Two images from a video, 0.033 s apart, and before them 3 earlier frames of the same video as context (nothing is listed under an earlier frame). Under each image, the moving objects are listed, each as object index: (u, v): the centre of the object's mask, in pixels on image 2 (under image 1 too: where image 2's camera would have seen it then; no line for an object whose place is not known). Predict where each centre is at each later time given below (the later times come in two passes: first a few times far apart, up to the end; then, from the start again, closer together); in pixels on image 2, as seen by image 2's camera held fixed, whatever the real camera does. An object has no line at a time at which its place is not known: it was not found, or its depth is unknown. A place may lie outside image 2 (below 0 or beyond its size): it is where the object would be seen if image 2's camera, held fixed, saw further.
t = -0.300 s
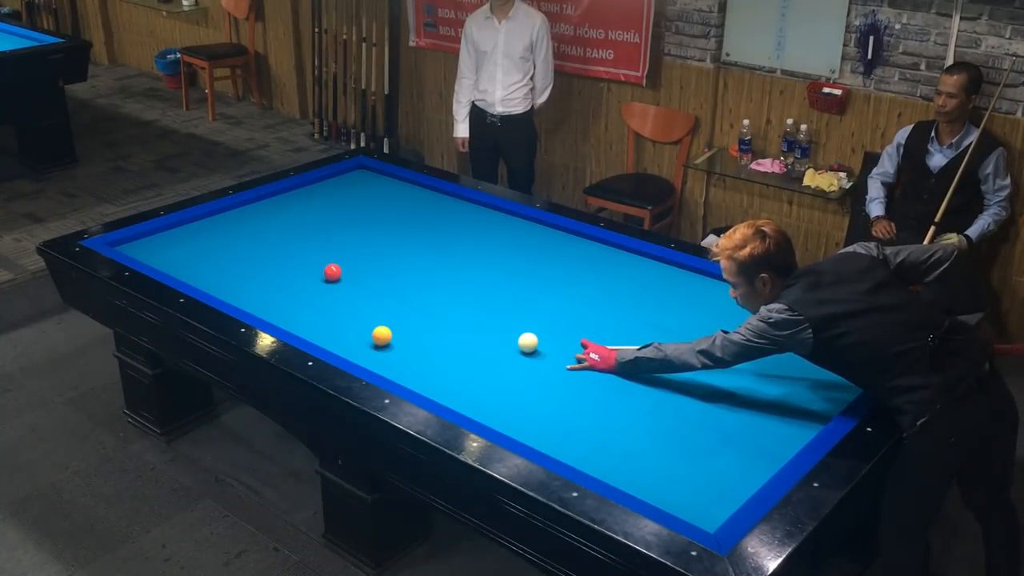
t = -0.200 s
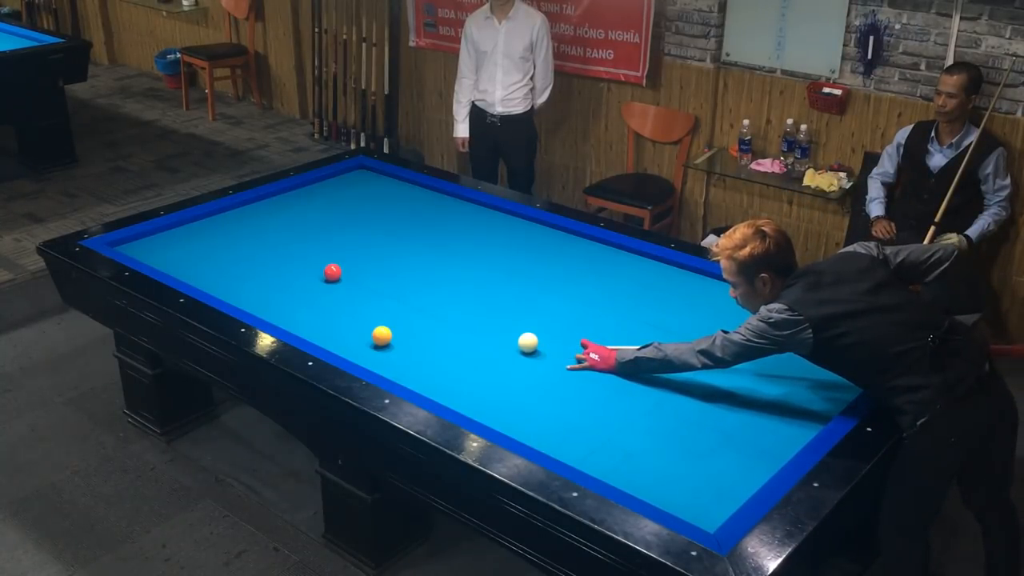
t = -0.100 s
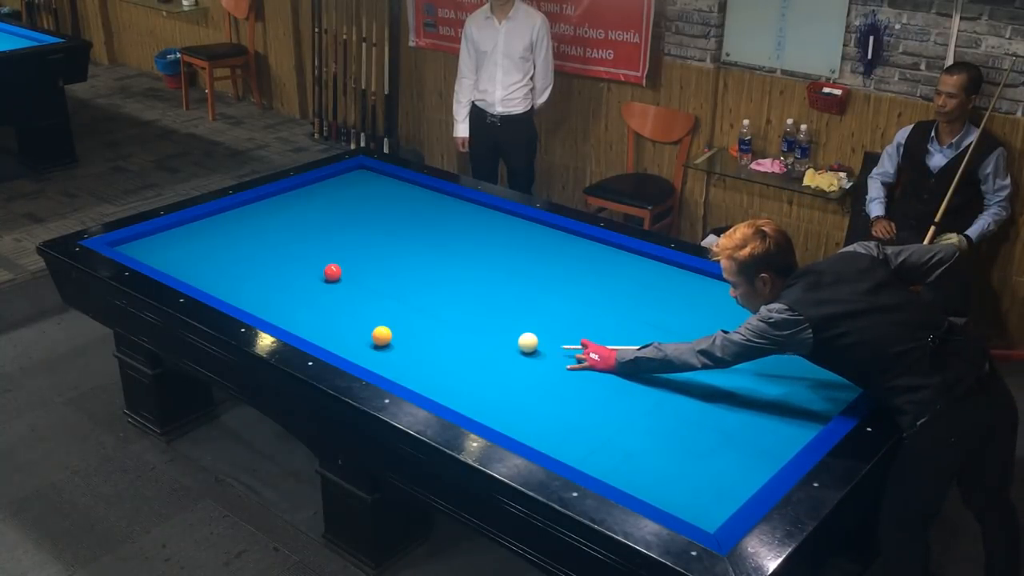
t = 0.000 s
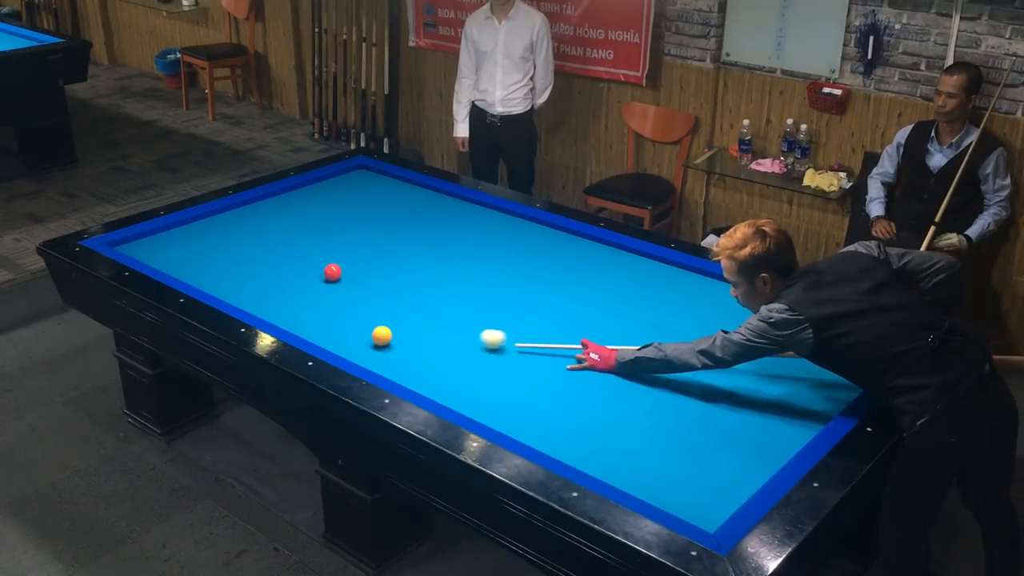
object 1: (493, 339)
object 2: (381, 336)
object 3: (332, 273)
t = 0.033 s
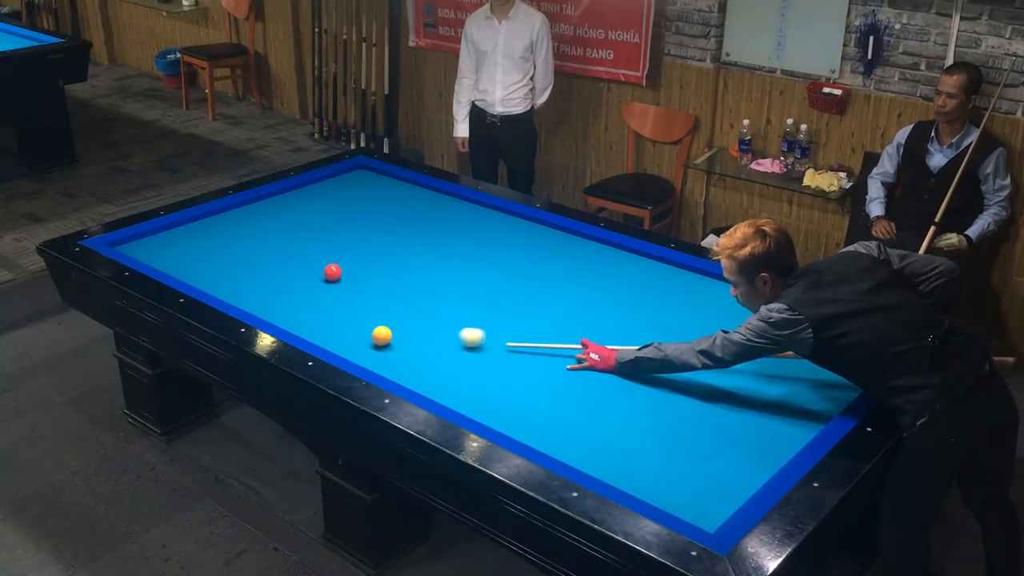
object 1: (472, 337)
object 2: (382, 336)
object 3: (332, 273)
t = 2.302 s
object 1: (354, 251)
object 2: (420, 224)
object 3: (255, 227)
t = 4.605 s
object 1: (364, 235)
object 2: (372, 202)
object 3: (266, 217)
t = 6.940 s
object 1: (365, 235)
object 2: (315, 209)
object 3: (282, 220)
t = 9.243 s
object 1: (365, 235)
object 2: (312, 209)
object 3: (281, 220)
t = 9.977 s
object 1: (365, 235)
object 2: (312, 209)
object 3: (281, 220)
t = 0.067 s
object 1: (452, 336)
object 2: (381, 336)
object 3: (332, 273)
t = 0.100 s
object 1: (433, 334)
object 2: (381, 336)
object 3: (332, 273)
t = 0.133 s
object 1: (414, 332)
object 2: (381, 336)
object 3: (332, 273)
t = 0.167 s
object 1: (399, 330)
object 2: (379, 336)
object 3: (332, 273)
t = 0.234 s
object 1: (390, 323)
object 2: (355, 341)
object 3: (332, 273)
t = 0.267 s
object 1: (386, 319)
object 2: (345, 343)
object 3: (332, 272)
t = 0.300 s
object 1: (383, 316)
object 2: (335, 344)
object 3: (332, 272)
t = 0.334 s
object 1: (380, 313)
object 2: (333, 343)
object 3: (332, 273)
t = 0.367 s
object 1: (377, 310)
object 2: (335, 341)
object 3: (332, 273)
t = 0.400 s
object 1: (374, 308)
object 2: (338, 339)
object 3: (332, 273)
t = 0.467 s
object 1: (369, 303)
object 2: (341, 333)
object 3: (332, 273)
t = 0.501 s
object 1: (366, 300)
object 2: (343, 330)
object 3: (332, 272)
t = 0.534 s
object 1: (364, 298)
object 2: (345, 328)
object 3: (332, 272)
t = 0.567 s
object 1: (361, 295)
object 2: (347, 325)
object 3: (332, 272)
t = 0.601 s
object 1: (358, 293)
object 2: (349, 322)
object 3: (332, 272)
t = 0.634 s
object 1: (356, 290)
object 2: (351, 320)
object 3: (332, 272)
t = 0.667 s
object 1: (353, 288)
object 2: (353, 317)
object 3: (332, 272)
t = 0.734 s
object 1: (348, 283)
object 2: (356, 312)
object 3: (332, 272)
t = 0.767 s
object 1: (346, 281)
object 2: (358, 310)
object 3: (332, 272)
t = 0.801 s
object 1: (344, 278)
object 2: (359, 307)
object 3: (331, 272)
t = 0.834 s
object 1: (344, 277)
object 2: (361, 305)
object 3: (329, 271)
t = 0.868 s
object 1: (344, 277)
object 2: (363, 303)
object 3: (327, 270)
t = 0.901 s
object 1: (344, 276)
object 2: (364, 300)
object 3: (325, 268)
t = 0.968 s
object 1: (344, 274)
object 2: (368, 296)
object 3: (321, 266)
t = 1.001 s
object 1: (345, 274)
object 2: (369, 293)
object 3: (319, 265)
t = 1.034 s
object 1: (345, 273)
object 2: (371, 291)
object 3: (317, 263)
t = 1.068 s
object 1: (345, 272)
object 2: (373, 289)
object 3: (315, 262)
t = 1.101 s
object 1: (345, 272)
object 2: (374, 287)
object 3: (313, 261)
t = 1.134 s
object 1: (345, 271)
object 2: (376, 285)
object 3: (312, 260)
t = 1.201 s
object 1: (346, 269)
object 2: (378, 281)
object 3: (308, 258)
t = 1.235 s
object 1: (346, 269)
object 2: (380, 279)
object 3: (306, 257)
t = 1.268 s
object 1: (346, 268)
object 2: (381, 276)
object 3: (304, 256)
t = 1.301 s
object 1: (346, 267)
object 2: (383, 275)
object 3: (302, 254)
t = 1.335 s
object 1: (346, 267)
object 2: (384, 272)
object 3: (301, 253)
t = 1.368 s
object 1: (347, 266)
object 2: (386, 271)
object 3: (299, 253)
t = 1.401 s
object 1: (347, 265)
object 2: (387, 269)
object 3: (297, 251)
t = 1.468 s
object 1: (347, 264)
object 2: (390, 265)
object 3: (293, 249)
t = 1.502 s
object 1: (348, 263)
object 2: (391, 263)
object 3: (292, 248)
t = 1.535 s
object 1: (348, 263)
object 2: (393, 261)
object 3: (290, 247)
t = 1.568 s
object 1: (348, 262)
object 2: (394, 259)
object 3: (288, 246)
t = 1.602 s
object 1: (349, 262)
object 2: (395, 257)
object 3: (287, 246)
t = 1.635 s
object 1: (349, 261)
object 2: (397, 255)
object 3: (285, 244)
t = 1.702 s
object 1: (349, 260)
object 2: (399, 252)
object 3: (282, 243)
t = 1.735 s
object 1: (349, 259)
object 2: (400, 250)
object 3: (280, 242)
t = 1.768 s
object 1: (350, 259)
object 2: (402, 249)
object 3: (278, 241)
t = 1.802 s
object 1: (350, 258)
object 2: (403, 247)
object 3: (277, 240)
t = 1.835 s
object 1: (350, 258)
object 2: (404, 245)
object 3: (275, 239)
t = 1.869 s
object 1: (351, 257)
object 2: (405, 244)
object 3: (274, 238)
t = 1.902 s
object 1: (351, 257)
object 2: (406, 242)
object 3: (272, 237)
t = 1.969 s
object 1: (351, 256)
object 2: (409, 239)
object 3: (269, 235)
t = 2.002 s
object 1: (351, 255)
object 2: (410, 237)
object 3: (268, 234)
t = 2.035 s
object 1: (352, 255)
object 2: (411, 235)
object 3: (266, 233)
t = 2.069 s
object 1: (352, 254)
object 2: (412, 234)
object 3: (265, 232)
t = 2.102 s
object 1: (352, 254)
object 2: (414, 232)
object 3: (263, 232)
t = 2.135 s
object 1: (353, 253)
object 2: (415, 231)
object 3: (262, 231)
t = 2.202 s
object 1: (353, 252)
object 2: (417, 228)
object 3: (259, 229)
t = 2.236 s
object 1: (353, 252)
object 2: (418, 226)
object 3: (258, 228)
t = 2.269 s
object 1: (354, 251)
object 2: (419, 225)
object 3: (256, 227)
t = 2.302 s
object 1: (354, 251)
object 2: (420, 224)
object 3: (255, 227)
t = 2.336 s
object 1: (354, 251)
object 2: (421, 222)
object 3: (254, 226)
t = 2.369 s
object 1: (354, 250)
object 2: (422, 221)
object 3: (252, 225)
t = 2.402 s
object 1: (355, 250)
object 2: (424, 219)
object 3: (251, 224)
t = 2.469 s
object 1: (355, 249)
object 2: (426, 217)
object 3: (248, 223)
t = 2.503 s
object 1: (355, 248)
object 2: (427, 215)
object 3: (247, 222)
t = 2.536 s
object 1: (355, 248)
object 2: (428, 214)
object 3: (246, 221)
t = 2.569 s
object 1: (356, 248)
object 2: (429, 213)
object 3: (245, 220)
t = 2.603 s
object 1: (356, 247)
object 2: (430, 211)
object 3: (244, 220)
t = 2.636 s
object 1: (356, 247)
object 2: (431, 210)
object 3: (242, 219)
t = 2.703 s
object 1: (356, 246)
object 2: (433, 207)
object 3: (240, 218)
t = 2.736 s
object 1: (357, 246)
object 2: (434, 206)
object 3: (239, 217)
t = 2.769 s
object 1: (357, 246)
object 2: (435, 205)
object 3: (237, 216)
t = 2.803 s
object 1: (357, 245)
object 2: (436, 204)
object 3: (236, 215)
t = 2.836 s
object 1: (357, 245)
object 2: (437, 202)
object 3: (235, 215)
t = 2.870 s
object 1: (357, 245)
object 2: (438, 201)
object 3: (234, 214)
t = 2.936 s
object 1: (358, 244)
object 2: (439, 199)
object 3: (232, 213)
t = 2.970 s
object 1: (358, 244)
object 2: (440, 198)
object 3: (231, 212)
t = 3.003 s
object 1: (358, 243)
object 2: (441, 196)
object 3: (229, 211)
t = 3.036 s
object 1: (359, 243)
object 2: (442, 195)
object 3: (229, 210)
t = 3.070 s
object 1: (359, 243)
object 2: (443, 194)
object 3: (228, 210)
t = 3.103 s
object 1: (359, 242)
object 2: (444, 193)
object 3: (227, 210)
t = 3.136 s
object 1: (359, 242)
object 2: (442, 193)
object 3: (228, 210)
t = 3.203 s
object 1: (360, 241)
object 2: (438, 194)
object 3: (230, 210)
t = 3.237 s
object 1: (360, 241)
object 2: (436, 194)
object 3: (231, 210)
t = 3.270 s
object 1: (360, 241)
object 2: (434, 194)
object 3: (232, 211)
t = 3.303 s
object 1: (360, 241)
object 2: (433, 194)
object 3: (233, 211)
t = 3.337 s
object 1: (360, 240)
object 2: (431, 195)
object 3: (234, 211)
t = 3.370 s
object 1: (360, 240)
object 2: (429, 195)
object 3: (235, 211)
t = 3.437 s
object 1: (361, 240)
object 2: (425, 196)
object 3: (238, 212)
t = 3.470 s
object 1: (361, 240)
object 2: (424, 196)
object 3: (239, 212)
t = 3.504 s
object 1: (361, 239)
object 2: (422, 196)
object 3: (240, 212)
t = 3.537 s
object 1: (361, 239)
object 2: (420, 196)
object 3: (241, 212)
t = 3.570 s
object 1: (361, 239)
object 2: (419, 196)
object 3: (242, 213)
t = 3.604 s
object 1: (361, 239)
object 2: (417, 196)
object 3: (243, 213)
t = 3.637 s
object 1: (362, 238)
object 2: (415, 196)
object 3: (244, 213)
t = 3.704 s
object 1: (362, 238)
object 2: (412, 197)
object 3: (245, 213)
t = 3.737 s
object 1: (362, 238)
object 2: (410, 197)
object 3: (246, 214)
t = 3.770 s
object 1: (362, 238)
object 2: (409, 197)
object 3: (247, 214)
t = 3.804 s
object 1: (362, 237)
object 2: (407, 197)
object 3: (248, 214)
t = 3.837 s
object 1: (363, 237)
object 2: (405, 198)
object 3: (249, 214)
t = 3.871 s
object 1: (363, 237)
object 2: (404, 198)
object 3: (250, 214)
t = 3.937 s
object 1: (363, 237)
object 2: (401, 198)
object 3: (251, 215)
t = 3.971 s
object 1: (363, 237)
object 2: (399, 199)
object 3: (252, 215)
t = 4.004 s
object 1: (363, 236)
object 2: (398, 199)
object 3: (253, 215)
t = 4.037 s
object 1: (363, 236)
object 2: (396, 199)
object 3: (254, 215)
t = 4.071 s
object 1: (363, 236)
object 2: (395, 199)
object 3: (255, 215)
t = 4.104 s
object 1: (363, 236)
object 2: (393, 199)
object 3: (255, 215)
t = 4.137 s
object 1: (363, 236)
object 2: (392, 200)
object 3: (256, 216)
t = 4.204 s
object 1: (364, 236)
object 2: (389, 200)
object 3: (258, 216)
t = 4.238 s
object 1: (364, 236)
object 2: (387, 200)
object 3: (259, 216)
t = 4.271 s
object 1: (364, 236)
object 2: (386, 200)
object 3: (259, 216)
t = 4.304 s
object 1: (364, 236)
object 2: (384, 200)
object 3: (260, 217)
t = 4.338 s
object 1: (364, 235)
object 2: (383, 201)
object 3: (261, 216)
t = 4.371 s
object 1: (364, 235)
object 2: (382, 201)
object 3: (261, 217)
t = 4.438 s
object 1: (364, 235)
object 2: (379, 201)
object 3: (263, 217)
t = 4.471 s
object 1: (364, 235)
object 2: (378, 201)
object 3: (263, 217)
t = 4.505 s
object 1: (364, 235)
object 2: (376, 201)
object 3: (264, 217)
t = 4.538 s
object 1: (364, 235)
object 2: (375, 201)
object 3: (265, 217)
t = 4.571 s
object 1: (364, 235)
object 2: (374, 202)
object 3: (265, 217)
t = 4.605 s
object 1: (364, 235)
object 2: (372, 202)
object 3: (266, 217)
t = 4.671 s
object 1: (364, 235)
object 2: (370, 202)
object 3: (267, 218)
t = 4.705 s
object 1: (364, 235)
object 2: (368, 202)
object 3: (268, 218)
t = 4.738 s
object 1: (364, 235)
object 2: (367, 202)
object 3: (268, 218)
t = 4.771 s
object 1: (365, 235)
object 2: (366, 203)
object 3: (269, 218)
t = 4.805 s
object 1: (365, 235)
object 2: (365, 203)
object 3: (269, 218)
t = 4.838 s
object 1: (365, 235)
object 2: (363, 203)
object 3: (270, 218)
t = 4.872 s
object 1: (365, 235)
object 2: (362, 203)
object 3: (271, 218)
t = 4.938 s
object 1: (365, 235)
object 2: (360, 203)
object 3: (272, 219)
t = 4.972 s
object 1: (365, 235)
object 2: (359, 204)
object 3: (272, 219)
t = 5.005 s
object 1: (365, 235)
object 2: (357, 204)
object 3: (273, 219)
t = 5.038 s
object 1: (365, 235)
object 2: (356, 204)
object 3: (273, 219)
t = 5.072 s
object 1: (365, 235)
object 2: (355, 204)
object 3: (273, 219)
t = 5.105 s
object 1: (365, 235)
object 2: (354, 204)
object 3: (274, 219)
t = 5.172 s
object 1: (365, 235)
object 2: (352, 204)
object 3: (275, 219)
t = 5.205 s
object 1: (365, 235)
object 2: (351, 205)
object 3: (275, 219)
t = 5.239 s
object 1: (365, 235)
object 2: (350, 205)
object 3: (275, 219)
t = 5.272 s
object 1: (365, 235)
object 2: (349, 205)
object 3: (276, 219)
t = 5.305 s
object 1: (365, 235)
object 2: (348, 205)
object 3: (276, 219)
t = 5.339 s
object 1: (365, 235)
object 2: (347, 205)
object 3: (277, 219)
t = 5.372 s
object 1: (365, 235)
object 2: (346, 205)
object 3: (277, 219)
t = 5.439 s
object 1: (365, 235)
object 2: (344, 206)
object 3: (278, 219)
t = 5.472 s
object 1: (365, 235)
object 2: (343, 206)
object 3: (278, 219)
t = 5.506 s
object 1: (365, 235)
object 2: (342, 206)
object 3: (278, 219)
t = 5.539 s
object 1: (365, 235)
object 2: (341, 206)
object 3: (278, 219)
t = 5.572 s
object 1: (365, 235)
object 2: (340, 206)
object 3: (279, 220)
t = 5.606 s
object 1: (365, 235)
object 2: (339, 206)
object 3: (279, 220)
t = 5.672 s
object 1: (365, 235)
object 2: (338, 206)
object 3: (279, 220)
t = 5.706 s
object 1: (365, 235)
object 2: (337, 206)
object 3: (280, 220)
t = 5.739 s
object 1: (365, 235)
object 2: (336, 206)
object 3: (280, 220)
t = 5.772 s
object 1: (365, 235)
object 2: (335, 207)
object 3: (280, 220)
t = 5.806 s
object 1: (365, 235)
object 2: (334, 207)
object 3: (280, 220)
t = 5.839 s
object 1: (365, 235)
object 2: (333, 207)
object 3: (281, 220)
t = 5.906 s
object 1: (365, 235)
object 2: (332, 207)
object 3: (281, 220)
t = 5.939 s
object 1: (365, 235)
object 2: (331, 207)
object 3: (281, 220)
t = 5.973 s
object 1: (365, 235)
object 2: (331, 207)
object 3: (281, 220)
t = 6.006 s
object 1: (365, 235)
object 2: (330, 207)
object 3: (281, 220)
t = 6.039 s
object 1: (365, 235)
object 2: (329, 207)
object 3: (281, 220)
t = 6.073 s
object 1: (365, 235)
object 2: (328, 207)
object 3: (281, 220)
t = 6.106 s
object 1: (365, 235)
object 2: (328, 207)
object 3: (281, 220)
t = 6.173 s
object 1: (365, 235)
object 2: (326, 208)
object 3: (281, 220)
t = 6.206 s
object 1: (365, 235)
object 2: (326, 208)
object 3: (281, 219)
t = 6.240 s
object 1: (365, 235)
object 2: (325, 208)
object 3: (281, 220)
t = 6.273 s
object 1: (365, 235)
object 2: (324, 208)
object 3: (281, 219)
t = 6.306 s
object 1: (365, 235)
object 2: (324, 208)
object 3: (281, 219)
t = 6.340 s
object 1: (365, 235)
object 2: (323, 208)
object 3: (282, 219)
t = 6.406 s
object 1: (365, 235)
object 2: (322, 208)
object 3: (282, 220)
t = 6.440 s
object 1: (365, 235)
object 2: (321, 208)
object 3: (281, 220)
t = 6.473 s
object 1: (365, 235)
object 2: (321, 208)
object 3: (281, 220)
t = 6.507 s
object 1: (365, 235)
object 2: (320, 208)
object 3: (281, 220)
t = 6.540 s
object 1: (365, 235)
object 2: (320, 208)
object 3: (281, 220)
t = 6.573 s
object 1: (365, 235)
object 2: (319, 208)
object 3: (281, 220)
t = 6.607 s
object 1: (365, 235)
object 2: (319, 209)
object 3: (281, 220)
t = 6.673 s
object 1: (365, 235)
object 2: (318, 209)
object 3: (281, 220)
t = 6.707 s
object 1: (365, 235)
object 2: (318, 209)
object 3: (281, 220)
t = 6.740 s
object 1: (365, 235)
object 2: (317, 209)
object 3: (281, 220)
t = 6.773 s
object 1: (365, 235)
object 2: (317, 209)
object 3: (281, 220)
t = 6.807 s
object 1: (365, 235)
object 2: (317, 209)
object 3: (281, 220)
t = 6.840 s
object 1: (365, 235)
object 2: (316, 209)
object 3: (281, 220)
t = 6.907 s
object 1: (365, 235)
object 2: (316, 209)
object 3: (281, 220)
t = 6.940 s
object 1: (365, 235)
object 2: (315, 209)
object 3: (282, 220)
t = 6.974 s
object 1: (365, 235)
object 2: (315, 209)
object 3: (281, 220)
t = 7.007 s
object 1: (365, 235)
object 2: (314, 209)
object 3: (282, 220)
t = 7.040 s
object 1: (365, 235)
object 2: (314, 209)
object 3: (282, 220)
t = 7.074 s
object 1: (365, 235)
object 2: (314, 209)
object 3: (282, 220)
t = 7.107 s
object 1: (365, 235)
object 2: (314, 209)
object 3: (282, 220)
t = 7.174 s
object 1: (365, 235)
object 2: (313, 209)
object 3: (281, 220)
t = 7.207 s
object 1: (365, 235)
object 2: (313, 209)
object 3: (281, 220)
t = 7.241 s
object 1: (365, 235)
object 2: (313, 209)
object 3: (281, 220)
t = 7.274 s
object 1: (365, 235)
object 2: (313, 209)
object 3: (282, 220)
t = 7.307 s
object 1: (365, 235)
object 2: (313, 209)
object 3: (282, 220)
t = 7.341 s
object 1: (365, 235)
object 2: (313, 209)
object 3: (281, 220)
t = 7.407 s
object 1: (365, 235)
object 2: (312, 209)
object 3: (281, 220)
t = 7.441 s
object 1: (365, 235)
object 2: (312, 209)
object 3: (282, 220)
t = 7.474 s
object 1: (365, 235)
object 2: (312, 209)
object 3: (282, 220)
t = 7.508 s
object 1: (365, 235)
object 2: (312, 209)
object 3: (282, 220)
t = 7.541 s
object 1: (365, 235)
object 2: (312, 209)
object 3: (281, 220)
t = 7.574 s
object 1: (365, 235)
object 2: (312, 209)
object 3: (281, 220)
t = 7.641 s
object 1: (365, 235)
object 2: (312, 209)
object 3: (281, 220)
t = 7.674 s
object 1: (365, 235)
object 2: (312, 209)
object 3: (281, 220)
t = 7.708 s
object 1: (365, 235)
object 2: (312, 209)
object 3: (282, 220)
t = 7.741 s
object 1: (365, 235)
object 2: (312, 209)
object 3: (281, 220)
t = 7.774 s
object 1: (365, 235)
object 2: (312, 209)
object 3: (281, 220)
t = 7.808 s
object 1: (365, 235)
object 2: (312, 209)
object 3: (281, 220)
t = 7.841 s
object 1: (365, 235)
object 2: (312, 209)
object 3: (281, 220)
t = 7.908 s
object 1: (365, 235)
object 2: (312, 209)
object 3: (281, 220)
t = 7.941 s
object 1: (365, 235)
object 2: (312, 209)
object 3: (281, 220)
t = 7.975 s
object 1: (365, 235)
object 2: (312, 209)
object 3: (281, 220)
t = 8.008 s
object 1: (365, 235)
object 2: (312, 209)
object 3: (281, 220)
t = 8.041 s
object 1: (365, 235)
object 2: (312, 209)
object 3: (281, 220)
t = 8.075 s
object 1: (365, 235)
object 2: (312, 209)
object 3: (281, 220)
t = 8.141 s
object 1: (365, 235)
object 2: (312, 209)
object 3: (281, 220)
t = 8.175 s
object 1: (365, 235)
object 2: (312, 209)
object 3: (281, 220)
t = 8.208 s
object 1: (365, 235)
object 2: (312, 210)
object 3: (281, 220)
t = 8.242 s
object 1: (365, 235)
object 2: (312, 209)
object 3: (281, 220)
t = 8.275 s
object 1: (365, 235)
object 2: (312, 209)
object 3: (281, 220)
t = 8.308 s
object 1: (365, 235)
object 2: (312, 210)
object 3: (281, 220)
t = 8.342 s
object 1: (365, 235)
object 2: (312, 210)
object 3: (281, 220)
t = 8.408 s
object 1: (365, 235)
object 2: (312, 209)
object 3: (281, 220)
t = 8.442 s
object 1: (365, 235)
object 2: (312, 209)
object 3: (281, 220)
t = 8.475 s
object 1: (365, 235)
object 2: (312, 209)
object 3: (281, 220)
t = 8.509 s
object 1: (365, 235)
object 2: (312, 209)
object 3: (281, 220)
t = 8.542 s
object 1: (365, 235)
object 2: (312, 209)
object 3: (281, 220)
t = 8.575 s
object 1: (365, 235)
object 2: (312, 209)
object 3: (281, 220)
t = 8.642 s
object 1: (365, 235)
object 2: (312, 209)
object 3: (281, 219)
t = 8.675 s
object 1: (365, 235)
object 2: (312, 209)
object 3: (281, 220)
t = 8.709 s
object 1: (365, 235)
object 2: (312, 209)
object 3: (281, 220)
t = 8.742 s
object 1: (365, 235)
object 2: (312, 209)
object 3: (281, 220)
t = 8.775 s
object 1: (365, 235)
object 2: (312, 209)
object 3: (281, 220)
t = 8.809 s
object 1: (365, 235)
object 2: (312, 209)
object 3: (281, 220)
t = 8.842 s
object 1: (365, 235)
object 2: (312, 209)
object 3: (281, 220)
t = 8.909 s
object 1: (365, 235)
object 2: (312, 210)
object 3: (281, 220)
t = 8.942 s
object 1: (365, 235)
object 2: (312, 210)
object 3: (281, 220)
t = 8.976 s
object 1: (365, 235)
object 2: (312, 210)
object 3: (281, 220)
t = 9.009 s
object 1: (365, 235)
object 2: (312, 209)
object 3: (281, 220)
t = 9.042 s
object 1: (365, 235)
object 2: (312, 209)
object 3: (281, 220)
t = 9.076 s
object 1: (365, 235)
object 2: (312, 209)
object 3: (281, 220)
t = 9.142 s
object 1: (365, 235)
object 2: (312, 209)
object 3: (281, 220)
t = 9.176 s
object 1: (365, 235)
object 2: (312, 209)
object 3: (281, 220)
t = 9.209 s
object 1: (365, 235)
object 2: (312, 209)
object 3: (281, 220)
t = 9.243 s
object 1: (365, 235)
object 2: (312, 209)
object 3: (281, 220)
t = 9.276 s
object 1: (365, 235)
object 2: (312, 209)
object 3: (281, 220)
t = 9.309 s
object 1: (365, 235)
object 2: (312, 209)
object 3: (281, 220)
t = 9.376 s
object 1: (365, 235)
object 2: (312, 210)
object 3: (281, 220)
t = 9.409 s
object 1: (365, 235)
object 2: (312, 209)
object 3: (281, 220)
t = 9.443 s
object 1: (365, 235)
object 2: (312, 210)
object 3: (282, 220)
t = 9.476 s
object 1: (365, 235)
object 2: (312, 209)
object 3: (281, 220)
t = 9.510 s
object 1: (365, 235)
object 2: (312, 209)
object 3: (281, 220)
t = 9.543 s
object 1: (365, 235)
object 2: (312, 210)
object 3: (281, 220)
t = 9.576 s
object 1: (365, 235)
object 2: (312, 210)
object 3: (281, 220)
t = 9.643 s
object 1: (365, 235)
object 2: (312, 210)
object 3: (281, 220)
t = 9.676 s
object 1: (365, 235)
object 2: (312, 210)
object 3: (281, 220)
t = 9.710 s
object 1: (365, 235)
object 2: (312, 210)
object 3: (281, 220)
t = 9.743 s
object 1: (365, 235)
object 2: (312, 209)
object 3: (282, 220)
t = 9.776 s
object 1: (365, 235)
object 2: (312, 210)
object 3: (282, 220)
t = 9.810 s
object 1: (365, 235)
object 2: (312, 210)
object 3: (282, 220)
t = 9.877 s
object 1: (365, 235)
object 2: (312, 210)
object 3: (282, 220)
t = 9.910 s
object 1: (365, 235)
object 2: (312, 210)
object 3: (282, 220)
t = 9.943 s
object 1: (365, 235)
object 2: (312, 209)
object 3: (281, 220)
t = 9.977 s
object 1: (365, 235)
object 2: (312, 209)
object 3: (281, 220)
